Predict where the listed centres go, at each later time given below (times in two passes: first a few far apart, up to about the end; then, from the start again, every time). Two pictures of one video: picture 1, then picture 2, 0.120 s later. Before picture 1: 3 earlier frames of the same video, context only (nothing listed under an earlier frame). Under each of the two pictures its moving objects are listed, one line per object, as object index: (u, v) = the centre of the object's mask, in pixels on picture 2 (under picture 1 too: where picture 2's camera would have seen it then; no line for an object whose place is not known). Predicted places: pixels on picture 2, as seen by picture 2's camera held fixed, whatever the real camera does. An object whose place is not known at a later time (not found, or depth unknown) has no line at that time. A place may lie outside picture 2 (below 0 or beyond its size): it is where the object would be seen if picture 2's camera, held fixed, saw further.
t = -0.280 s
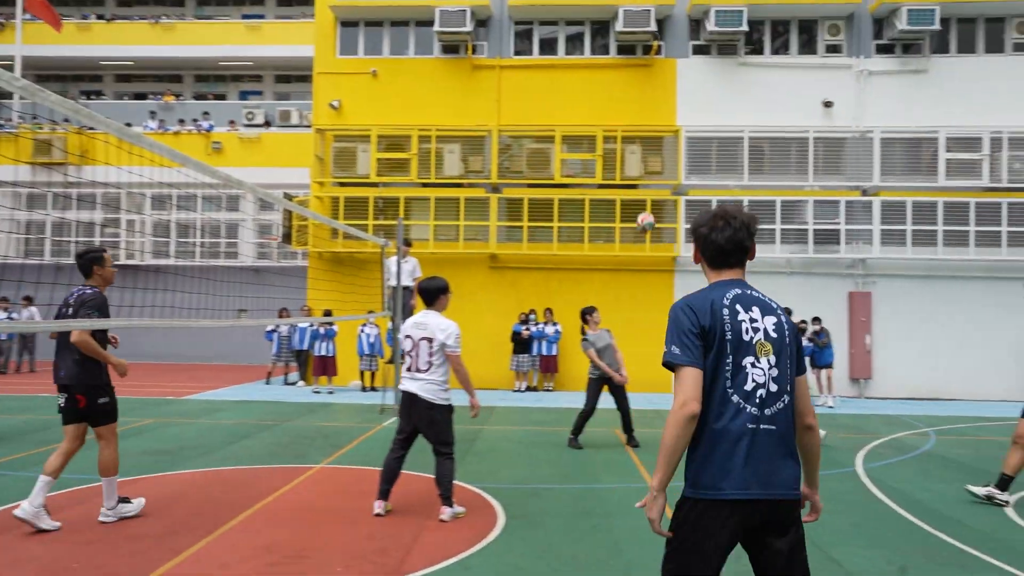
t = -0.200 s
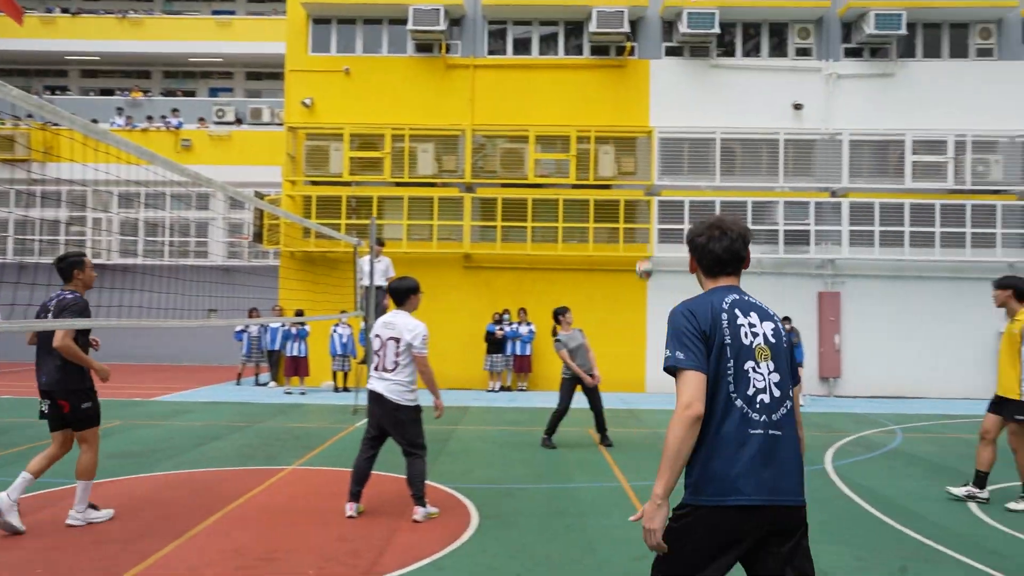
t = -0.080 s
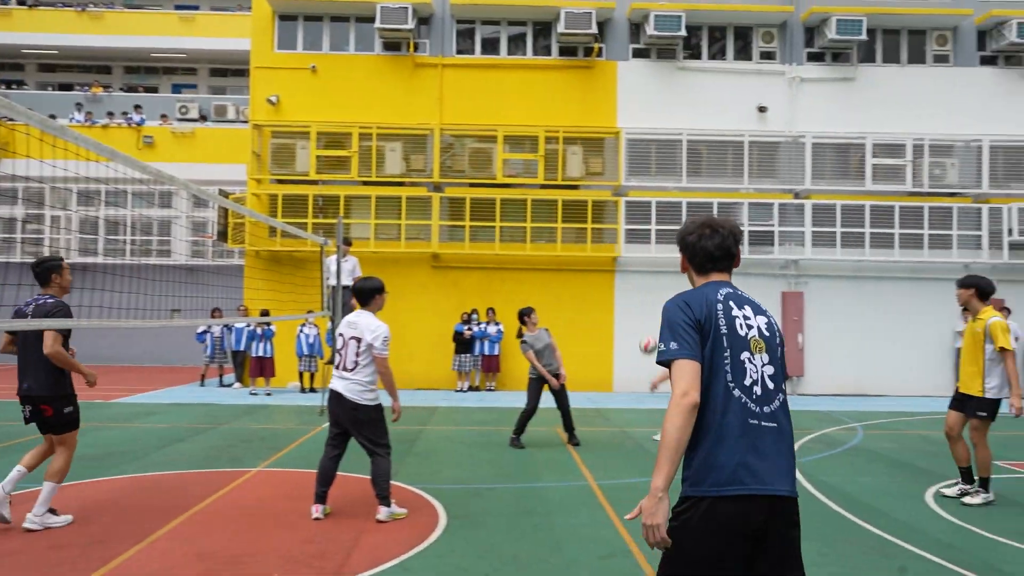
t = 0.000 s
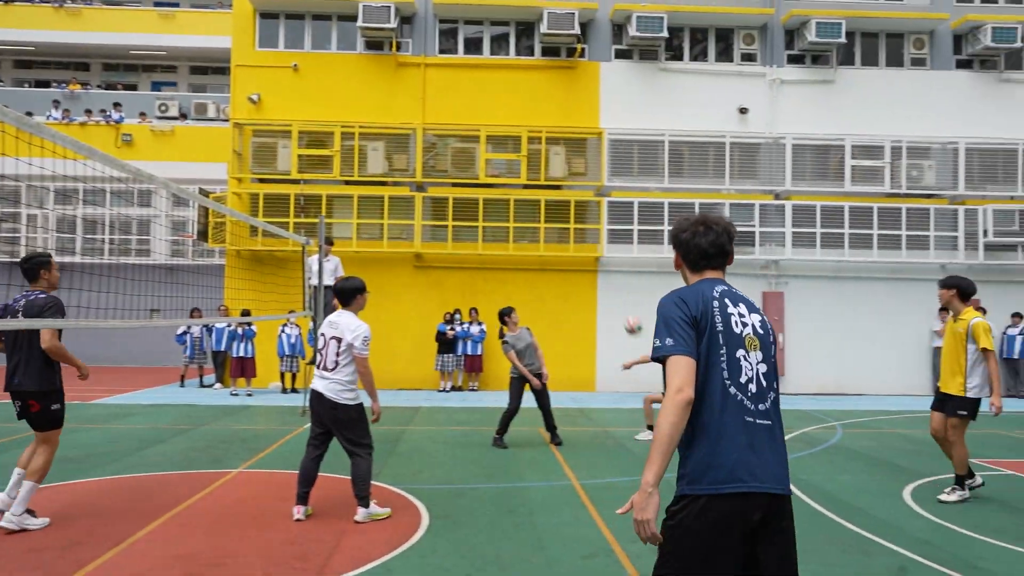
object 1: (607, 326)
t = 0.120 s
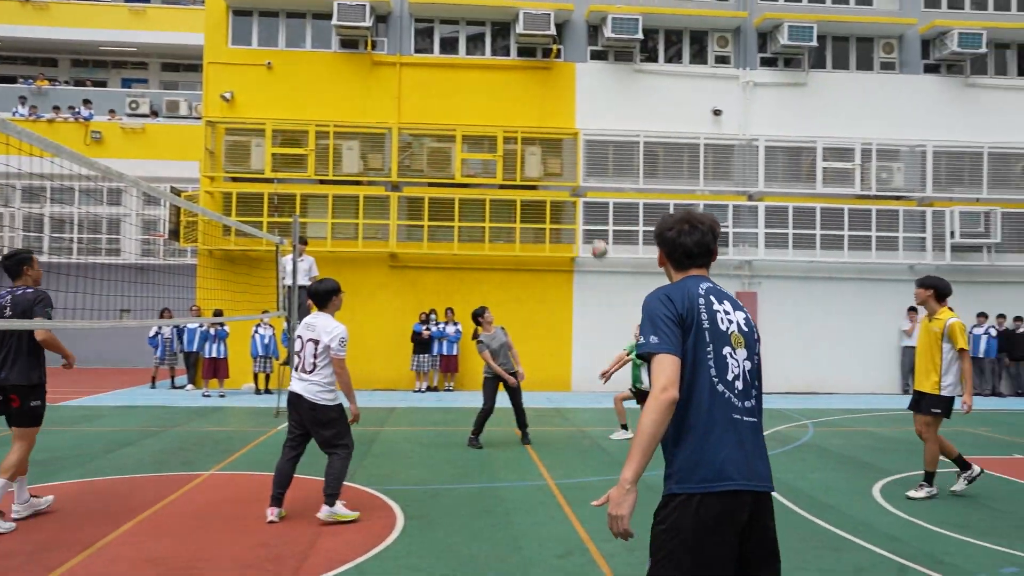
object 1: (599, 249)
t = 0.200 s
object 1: (593, 205)
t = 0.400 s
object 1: (576, 116)
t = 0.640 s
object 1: (555, 51)
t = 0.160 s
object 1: (596, 226)
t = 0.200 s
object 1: (593, 205)
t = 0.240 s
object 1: (590, 184)
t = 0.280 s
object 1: (587, 166)
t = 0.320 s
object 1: (582, 147)
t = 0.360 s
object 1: (580, 131)
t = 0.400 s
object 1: (576, 116)
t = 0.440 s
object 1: (573, 101)
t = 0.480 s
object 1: (569, 88)
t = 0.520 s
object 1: (566, 77)
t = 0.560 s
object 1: (562, 67)
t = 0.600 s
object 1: (558, 57)
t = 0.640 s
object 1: (555, 51)
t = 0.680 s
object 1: (551, 45)
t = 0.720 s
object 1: (547, 40)
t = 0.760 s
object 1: (543, 36)
